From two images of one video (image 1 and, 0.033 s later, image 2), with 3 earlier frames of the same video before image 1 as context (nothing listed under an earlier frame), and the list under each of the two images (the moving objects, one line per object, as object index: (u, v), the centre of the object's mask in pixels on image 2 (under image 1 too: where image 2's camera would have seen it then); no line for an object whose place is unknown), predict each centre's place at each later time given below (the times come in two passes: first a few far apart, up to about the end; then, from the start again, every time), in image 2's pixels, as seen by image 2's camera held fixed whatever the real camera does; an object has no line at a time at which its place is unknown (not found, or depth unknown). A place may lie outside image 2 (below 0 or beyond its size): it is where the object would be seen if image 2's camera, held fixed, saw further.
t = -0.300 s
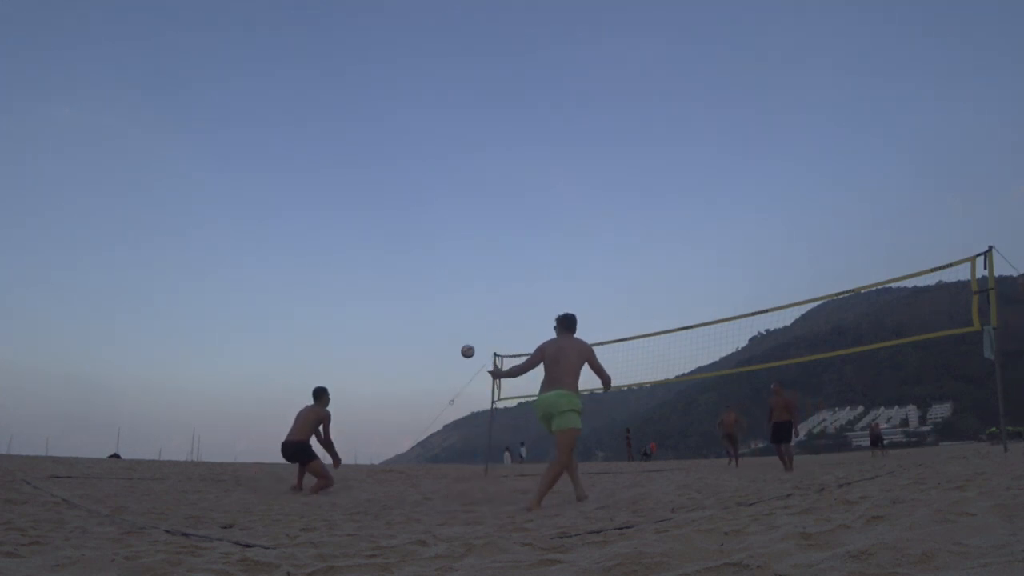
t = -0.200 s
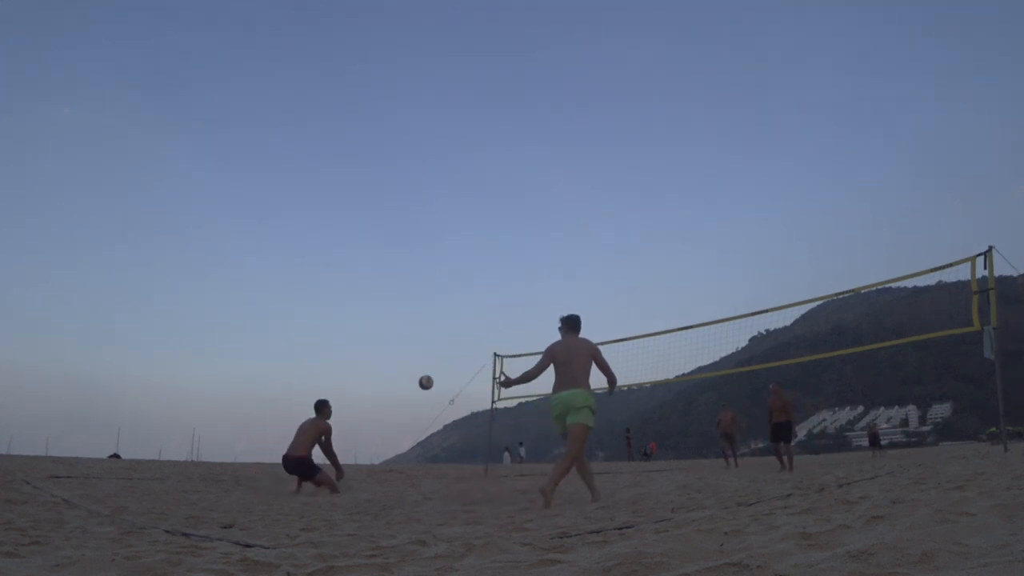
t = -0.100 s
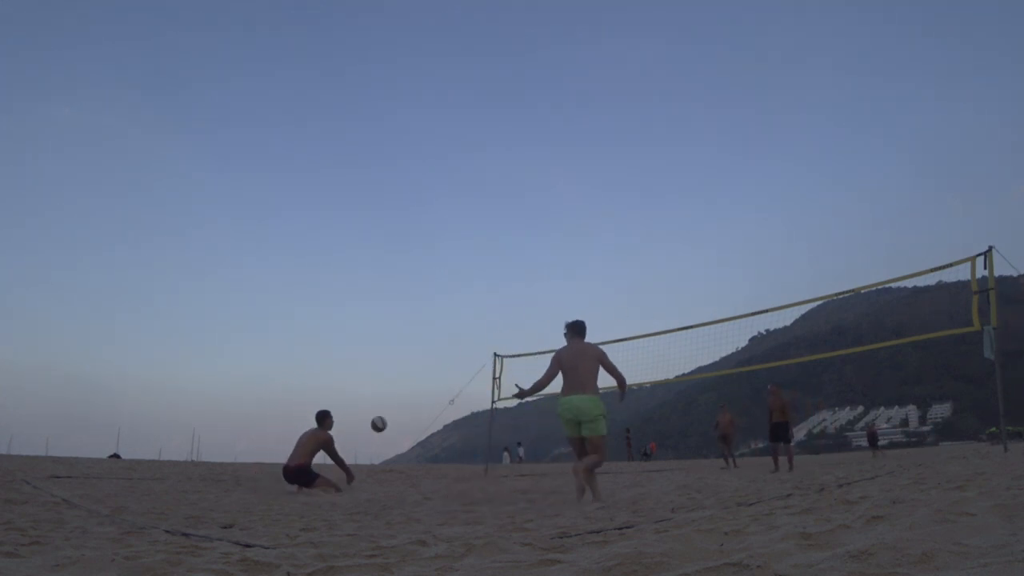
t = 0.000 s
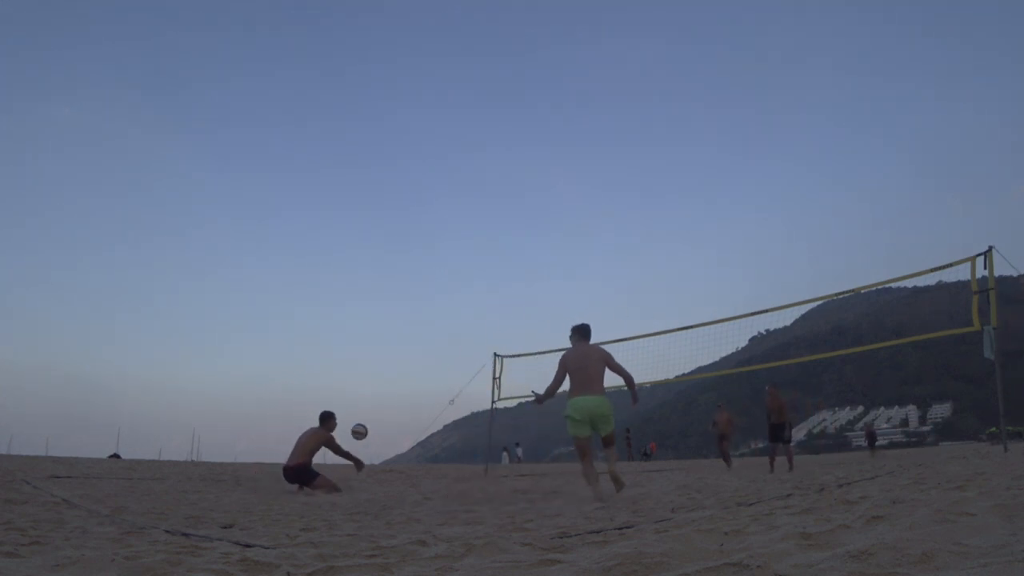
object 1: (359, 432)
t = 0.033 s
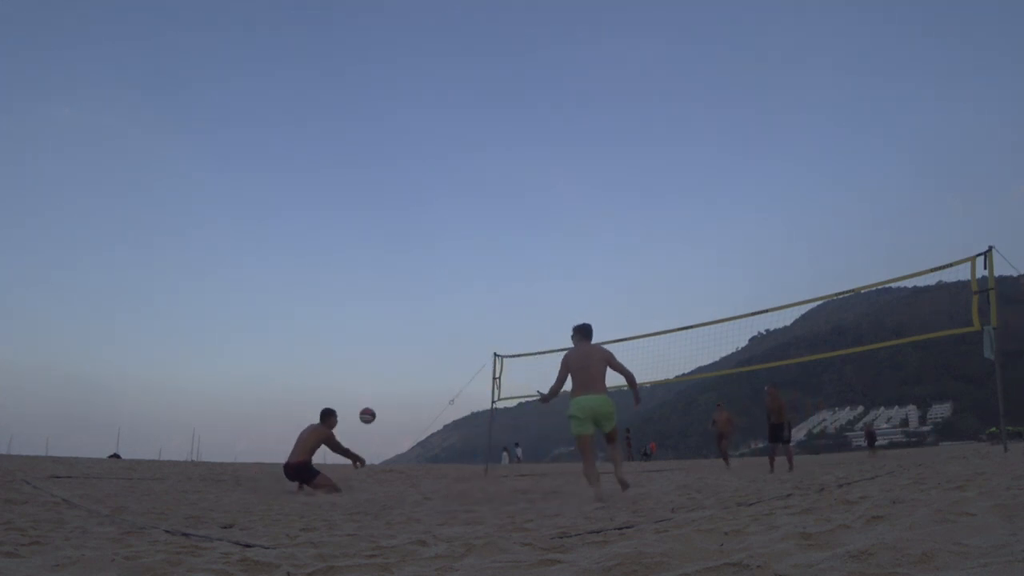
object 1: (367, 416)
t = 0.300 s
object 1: (428, 322)
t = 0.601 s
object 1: (490, 286)
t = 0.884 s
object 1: (545, 309)
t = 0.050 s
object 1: (371, 408)
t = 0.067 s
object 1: (375, 400)
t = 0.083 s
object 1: (379, 393)
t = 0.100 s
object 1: (383, 386)
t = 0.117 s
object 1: (387, 379)
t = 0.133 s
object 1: (391, 373)
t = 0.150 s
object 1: (395, 367)
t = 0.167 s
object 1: (399, 361)
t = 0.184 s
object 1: (402, 355)
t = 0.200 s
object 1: (406, 350)
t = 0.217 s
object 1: (410, 345)
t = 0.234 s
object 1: (414, 340)
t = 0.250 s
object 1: (417, 335)
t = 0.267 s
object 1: (421, 331)
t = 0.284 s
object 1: (424, 326)
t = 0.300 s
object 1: (428, 322)
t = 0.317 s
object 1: (432, 319)
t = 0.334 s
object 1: (435, 315)
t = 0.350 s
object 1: (439, 312)
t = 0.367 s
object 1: (442, 309)
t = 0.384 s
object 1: (446, 306)
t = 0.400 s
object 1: (449, 303)
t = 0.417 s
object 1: (453, 300)
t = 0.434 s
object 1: (456, 298)
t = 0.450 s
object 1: (460, 296)
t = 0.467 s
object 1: (463, 294)
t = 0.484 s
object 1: (466, 292)
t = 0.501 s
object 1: (470, 291)
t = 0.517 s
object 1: (473, 290)
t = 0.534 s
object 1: (476, 289)
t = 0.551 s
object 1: (480, 288)
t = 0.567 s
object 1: (483, 287)
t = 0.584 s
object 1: (487, 287)
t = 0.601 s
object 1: (490, 286)
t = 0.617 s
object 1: (493, 286)
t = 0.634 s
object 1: (497, 286)
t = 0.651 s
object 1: (500, 286)
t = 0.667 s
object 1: (503, 287)
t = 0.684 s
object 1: (506, 287)
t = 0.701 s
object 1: (510, 288)
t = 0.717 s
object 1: (513, 289)
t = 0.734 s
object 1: (516, 290)
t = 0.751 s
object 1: (520, 291)
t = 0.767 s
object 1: (523, 293)
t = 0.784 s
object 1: (526, 295)
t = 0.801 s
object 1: (529, 296)
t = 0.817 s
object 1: (532, 298)
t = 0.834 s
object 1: (536, 301)
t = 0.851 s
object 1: (539, 303)
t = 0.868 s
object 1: (542, 306)
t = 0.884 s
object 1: (545, 309)
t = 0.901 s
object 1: (549, 311)
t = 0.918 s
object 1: (552, 315)
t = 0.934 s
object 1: (555, 318)
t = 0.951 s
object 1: (558, 322)
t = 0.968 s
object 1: (561, 325)
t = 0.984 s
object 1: (564, 329)
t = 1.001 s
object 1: (568, 333)
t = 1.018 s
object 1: (571, 337)
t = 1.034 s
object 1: (574, 341)
